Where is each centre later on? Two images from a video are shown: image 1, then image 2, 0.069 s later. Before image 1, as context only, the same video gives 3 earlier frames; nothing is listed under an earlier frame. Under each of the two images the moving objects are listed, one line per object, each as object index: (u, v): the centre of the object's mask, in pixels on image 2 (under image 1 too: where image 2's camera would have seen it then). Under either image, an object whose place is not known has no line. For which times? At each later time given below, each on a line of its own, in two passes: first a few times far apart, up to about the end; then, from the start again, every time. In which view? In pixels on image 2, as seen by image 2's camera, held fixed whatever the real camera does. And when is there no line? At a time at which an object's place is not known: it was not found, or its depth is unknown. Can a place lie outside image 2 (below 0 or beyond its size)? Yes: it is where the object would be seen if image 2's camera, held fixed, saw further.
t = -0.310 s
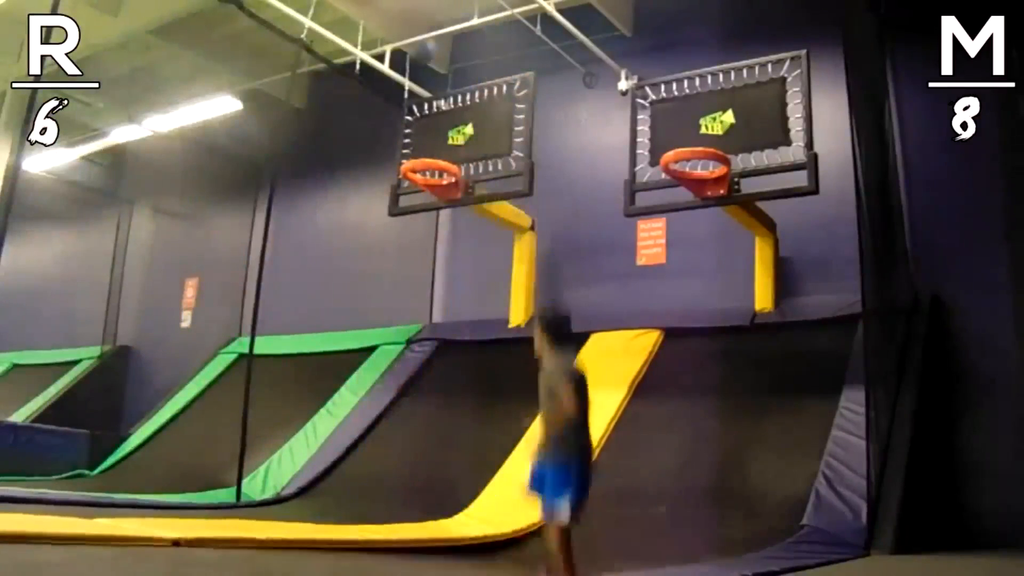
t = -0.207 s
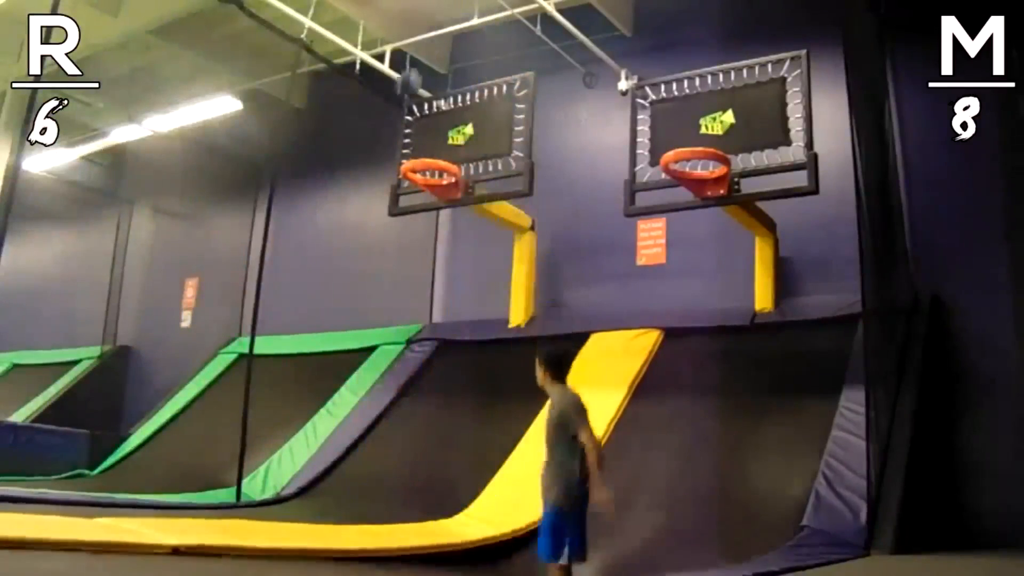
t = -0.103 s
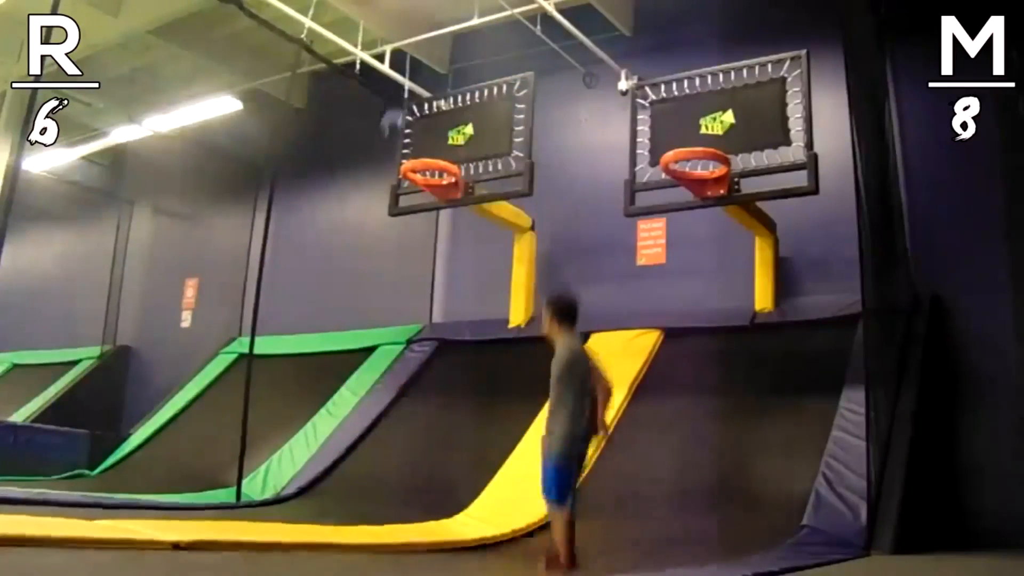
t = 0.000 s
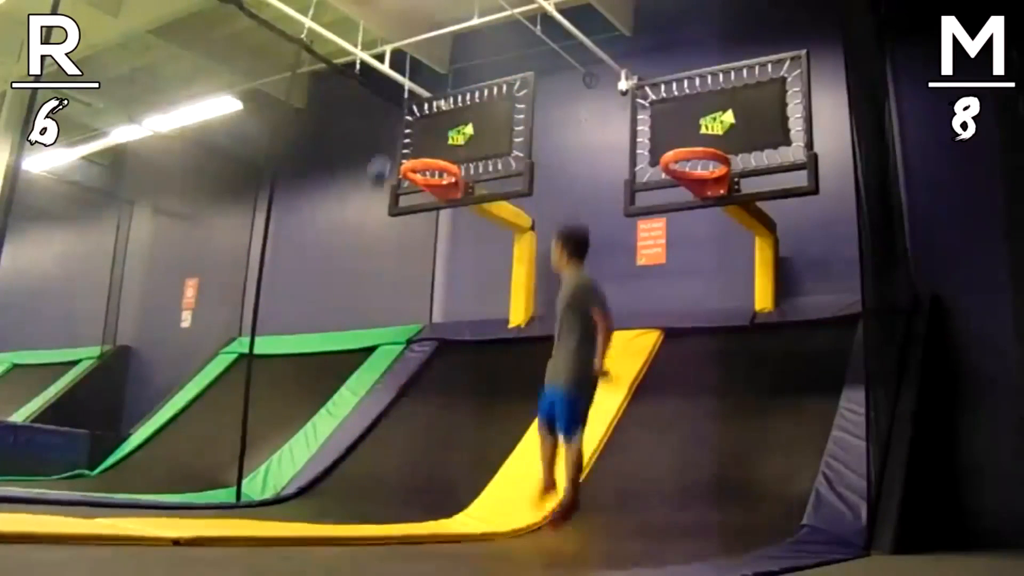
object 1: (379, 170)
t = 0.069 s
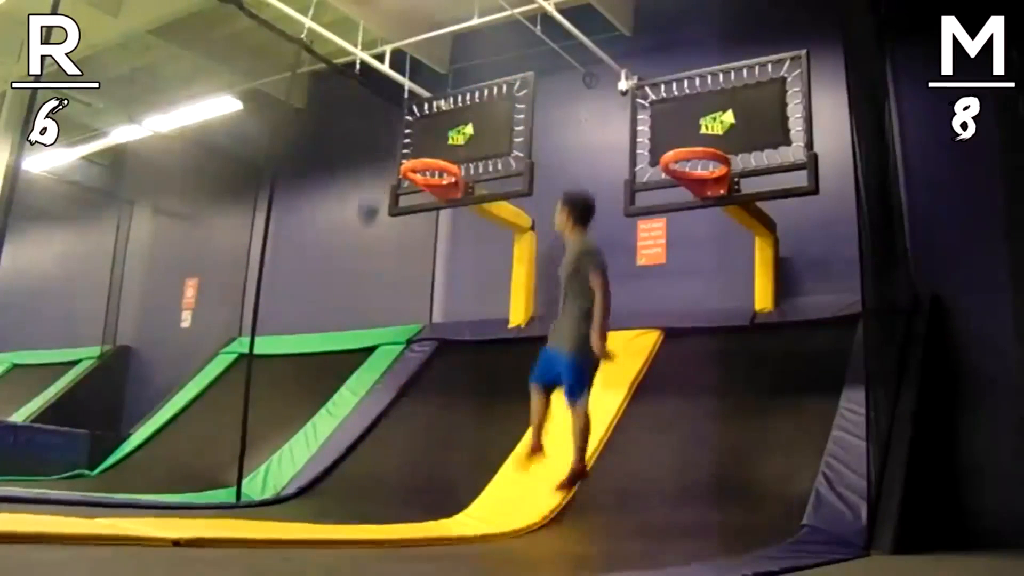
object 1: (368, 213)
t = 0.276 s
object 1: (341, 334)
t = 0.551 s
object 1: (311, 422)
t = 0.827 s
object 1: (278, 469)
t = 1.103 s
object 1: (237, 475)
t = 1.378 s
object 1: (189, 499)
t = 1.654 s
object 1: (128, 499)
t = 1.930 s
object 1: (60, 498)
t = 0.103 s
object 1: (364, 232)
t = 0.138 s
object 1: (360, 252)
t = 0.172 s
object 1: (355, 272)
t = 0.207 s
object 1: (349, 293)
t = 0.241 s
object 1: (345, 313)
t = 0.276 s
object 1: (341, 334)
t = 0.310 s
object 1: (332, 359)
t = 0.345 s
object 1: (329, 377)
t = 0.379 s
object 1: (324, 401)
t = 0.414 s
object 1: (326, 432)
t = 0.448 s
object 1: (323, 431)
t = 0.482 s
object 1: (320, 427)
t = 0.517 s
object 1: (317, 424)
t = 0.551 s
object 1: (311, 422)
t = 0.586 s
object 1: (307, 423)
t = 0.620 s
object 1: (303, 426)
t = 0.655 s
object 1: (300, 430)
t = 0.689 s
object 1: (295, 435)
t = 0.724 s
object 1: (292, 441)
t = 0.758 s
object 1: (288, 449)
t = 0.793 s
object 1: (282, 458)
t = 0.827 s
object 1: (278, 469)
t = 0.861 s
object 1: (273, 482)
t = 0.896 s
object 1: (269, 498)
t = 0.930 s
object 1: (265, 497)
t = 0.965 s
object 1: (259, 489)
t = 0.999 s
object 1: (254, 484)
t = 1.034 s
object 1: (249, 477)
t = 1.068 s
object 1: (243, 475)
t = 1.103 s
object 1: (237, 475)
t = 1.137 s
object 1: (233, 476)
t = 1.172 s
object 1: (228, 477)
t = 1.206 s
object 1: (222, 480)
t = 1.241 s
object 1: (215, 485)
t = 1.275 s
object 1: (209, 491)
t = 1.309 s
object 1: (201, 501)
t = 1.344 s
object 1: (194, 503)
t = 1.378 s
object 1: (189, 499)
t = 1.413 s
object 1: (183, 495)
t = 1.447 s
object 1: (178, 493)
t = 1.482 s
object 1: (171, 492)
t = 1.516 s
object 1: (164, 493)
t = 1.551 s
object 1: (157, 496)
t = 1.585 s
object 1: (149, 500)
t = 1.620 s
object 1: (135, 500)
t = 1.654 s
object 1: (128, 499)
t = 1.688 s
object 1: (120, 498)
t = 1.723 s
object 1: (111, 499)
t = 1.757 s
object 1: (103, 501)
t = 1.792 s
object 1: (94, 503)
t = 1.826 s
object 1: (86, 501)
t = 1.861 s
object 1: (78, 499)
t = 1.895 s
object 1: (70, 498)
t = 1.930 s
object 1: (60, 498)
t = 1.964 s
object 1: (48, 495)
